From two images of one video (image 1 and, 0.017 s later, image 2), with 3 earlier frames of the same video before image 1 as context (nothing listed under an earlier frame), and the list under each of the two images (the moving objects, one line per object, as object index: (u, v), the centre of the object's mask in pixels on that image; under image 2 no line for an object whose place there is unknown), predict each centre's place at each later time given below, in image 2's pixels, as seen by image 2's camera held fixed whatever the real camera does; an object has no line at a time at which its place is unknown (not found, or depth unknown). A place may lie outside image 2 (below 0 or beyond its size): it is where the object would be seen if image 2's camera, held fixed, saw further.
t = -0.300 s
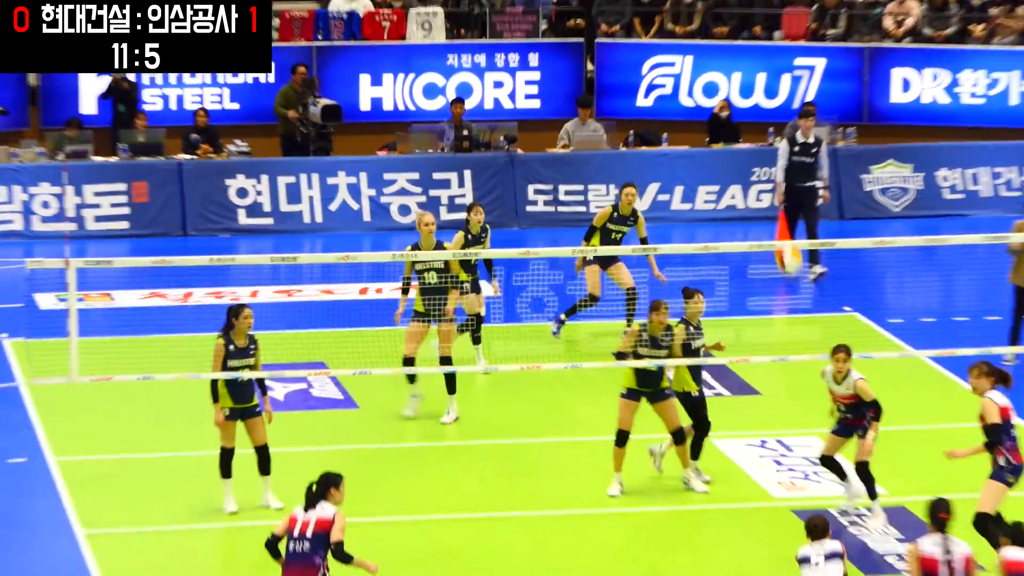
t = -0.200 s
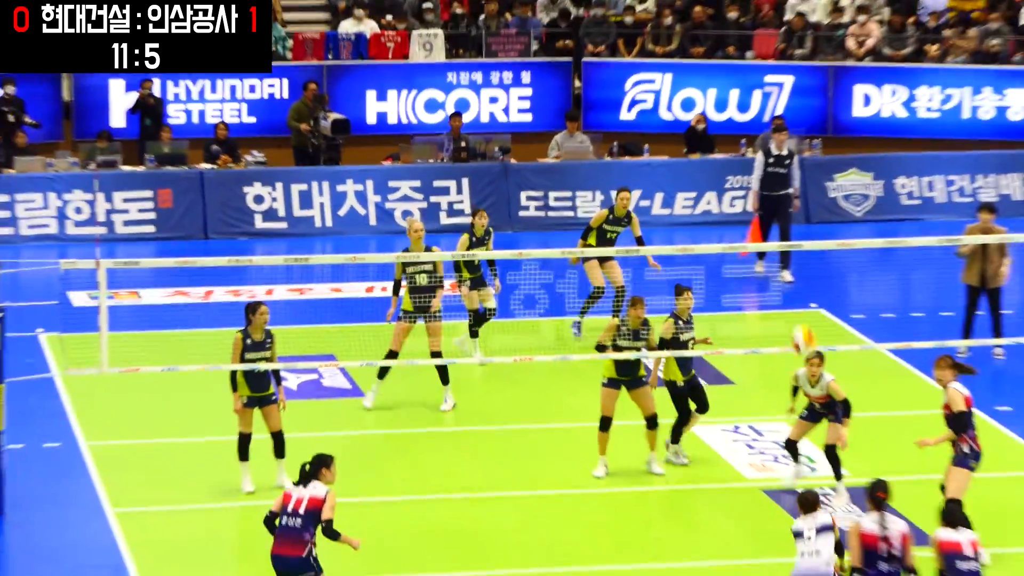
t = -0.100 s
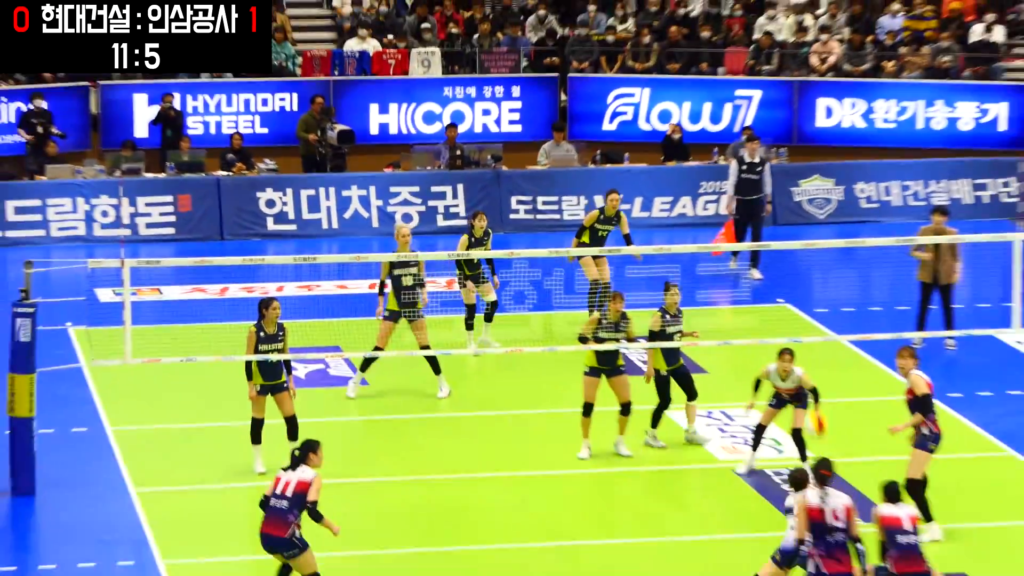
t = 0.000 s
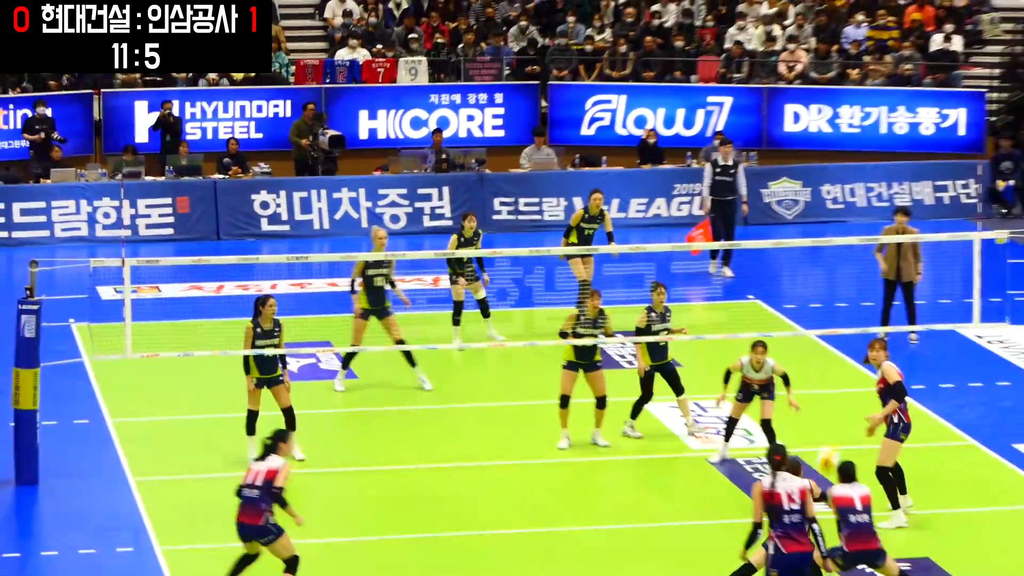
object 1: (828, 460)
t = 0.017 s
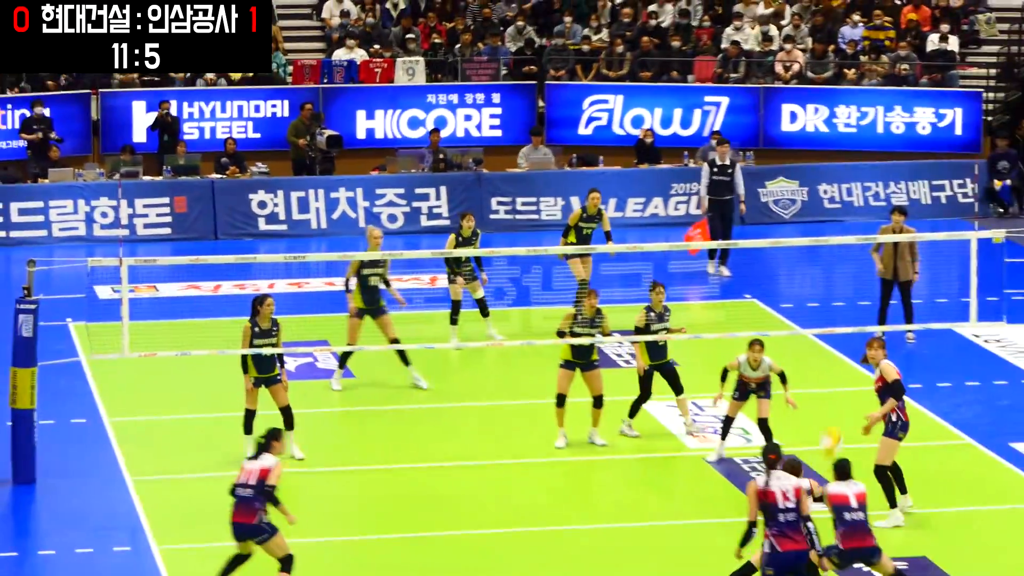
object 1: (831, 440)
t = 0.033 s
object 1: (837, 426)
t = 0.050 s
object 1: (843, 413)
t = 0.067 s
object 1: (849, 400)
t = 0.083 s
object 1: (854, 386)
